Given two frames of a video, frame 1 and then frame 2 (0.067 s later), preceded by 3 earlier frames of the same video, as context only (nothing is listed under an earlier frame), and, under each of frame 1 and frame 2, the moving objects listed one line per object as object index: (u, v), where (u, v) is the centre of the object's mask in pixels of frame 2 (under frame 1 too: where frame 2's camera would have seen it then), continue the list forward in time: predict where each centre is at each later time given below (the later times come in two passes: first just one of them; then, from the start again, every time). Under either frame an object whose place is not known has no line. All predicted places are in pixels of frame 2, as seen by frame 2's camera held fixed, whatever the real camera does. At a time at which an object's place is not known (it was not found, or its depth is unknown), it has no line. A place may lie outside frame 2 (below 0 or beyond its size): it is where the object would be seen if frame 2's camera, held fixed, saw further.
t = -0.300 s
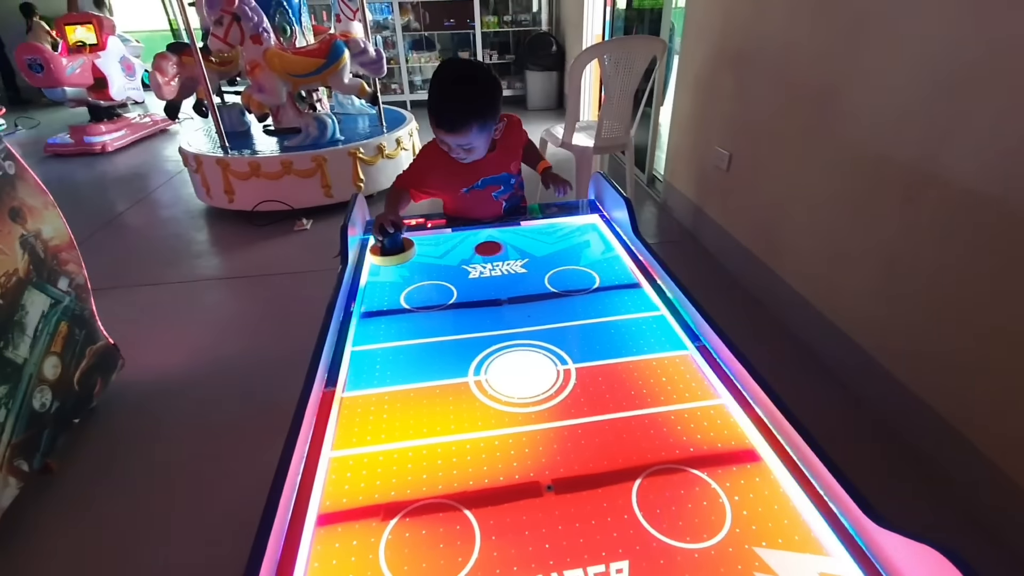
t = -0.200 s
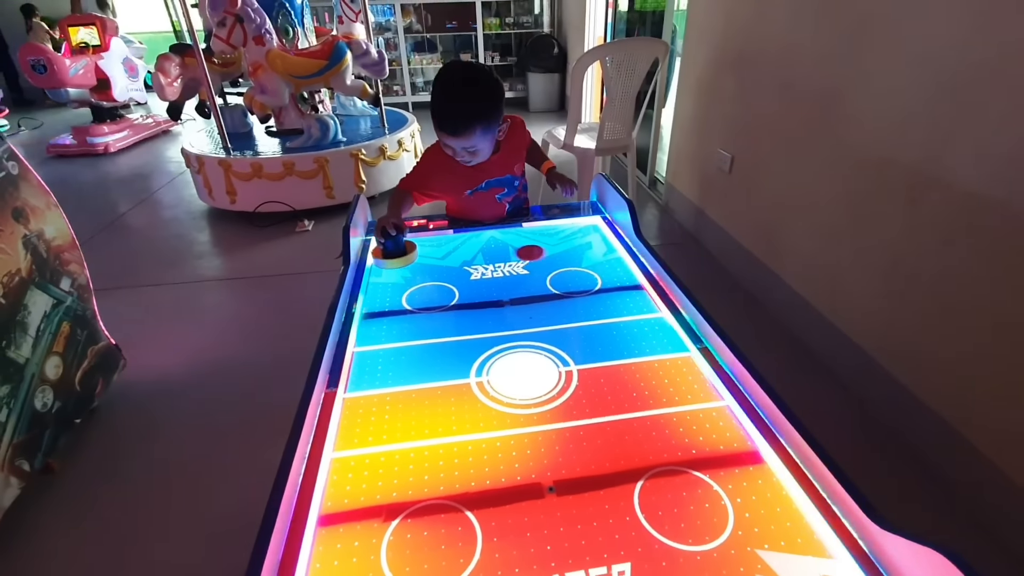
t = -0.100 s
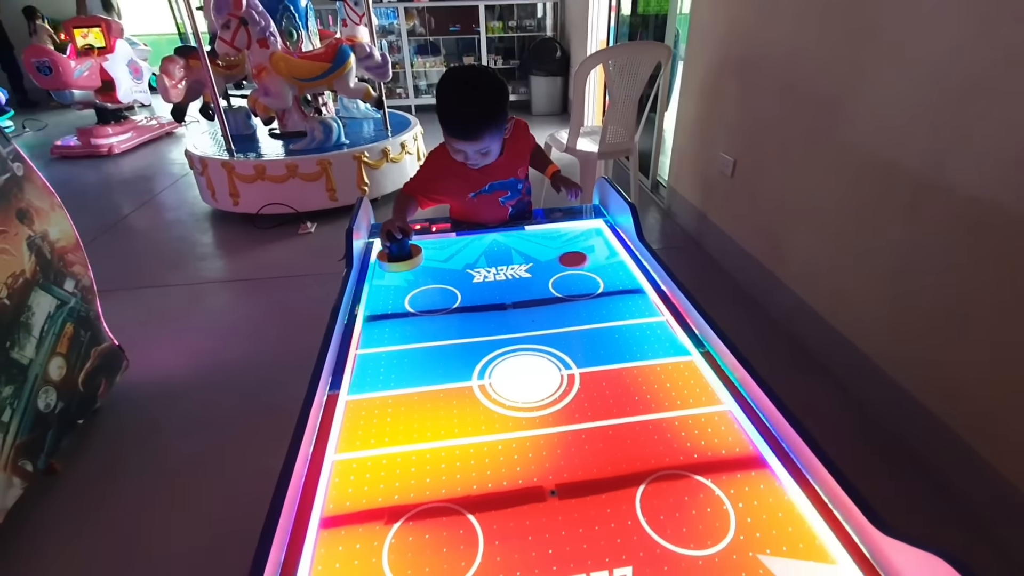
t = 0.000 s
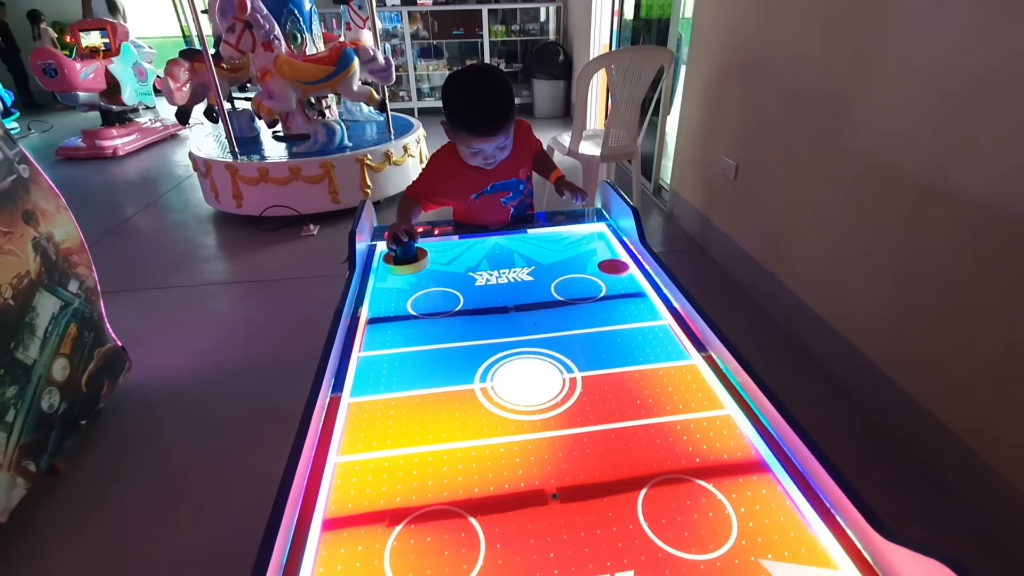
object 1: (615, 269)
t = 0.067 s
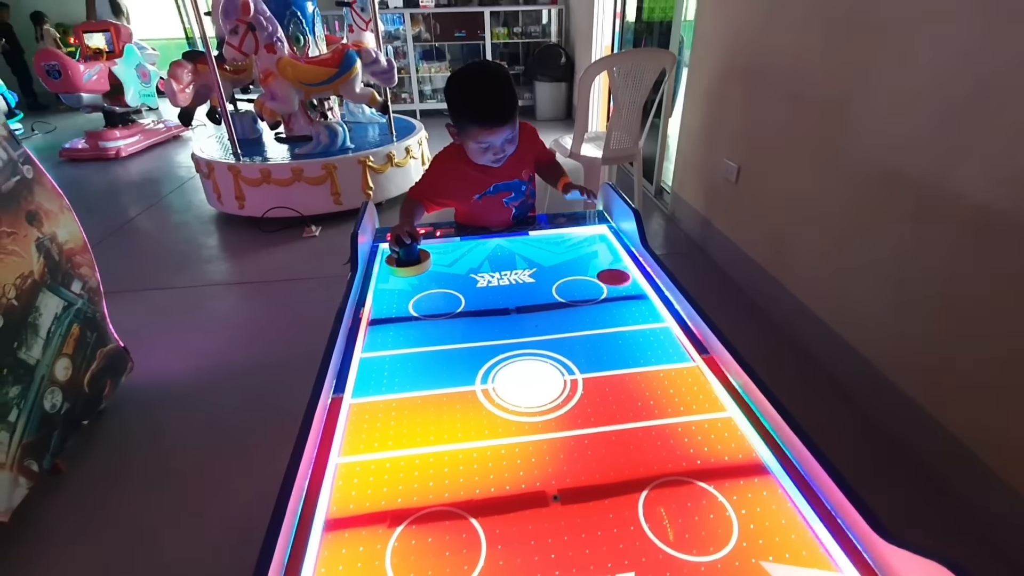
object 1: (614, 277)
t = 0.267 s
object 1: (607, 306)
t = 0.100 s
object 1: (613, 282)
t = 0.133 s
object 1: (612, 286)
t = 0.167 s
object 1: (611, 291)
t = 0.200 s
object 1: (609, 296)
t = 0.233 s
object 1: (609, 301)
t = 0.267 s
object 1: (607, 306)
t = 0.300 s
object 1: (606, 311)
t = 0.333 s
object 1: (604, 317)
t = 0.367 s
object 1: (602, 323)
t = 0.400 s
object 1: (600, 329)
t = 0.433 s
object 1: (598, 336)
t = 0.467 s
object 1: (596, 342)
